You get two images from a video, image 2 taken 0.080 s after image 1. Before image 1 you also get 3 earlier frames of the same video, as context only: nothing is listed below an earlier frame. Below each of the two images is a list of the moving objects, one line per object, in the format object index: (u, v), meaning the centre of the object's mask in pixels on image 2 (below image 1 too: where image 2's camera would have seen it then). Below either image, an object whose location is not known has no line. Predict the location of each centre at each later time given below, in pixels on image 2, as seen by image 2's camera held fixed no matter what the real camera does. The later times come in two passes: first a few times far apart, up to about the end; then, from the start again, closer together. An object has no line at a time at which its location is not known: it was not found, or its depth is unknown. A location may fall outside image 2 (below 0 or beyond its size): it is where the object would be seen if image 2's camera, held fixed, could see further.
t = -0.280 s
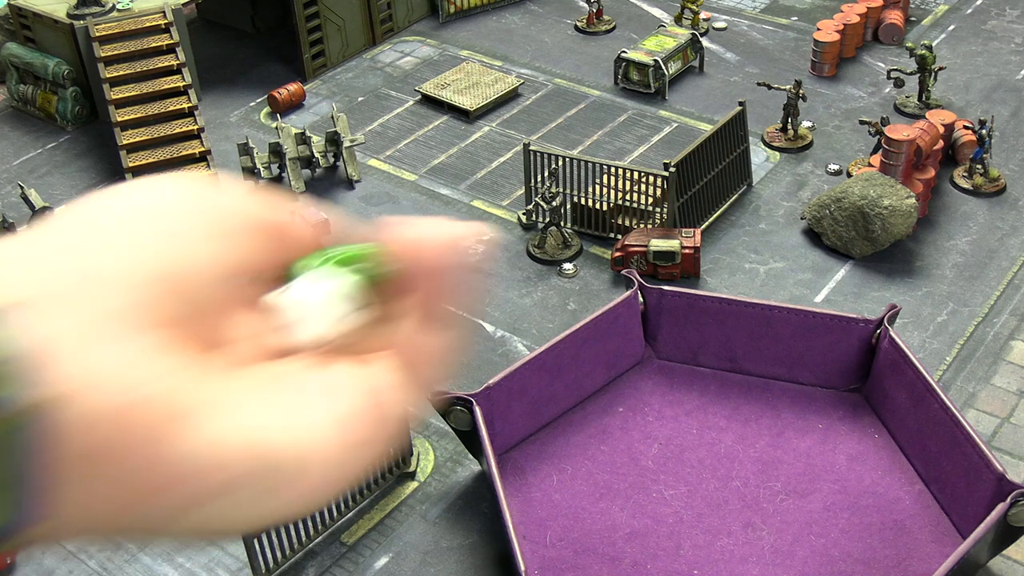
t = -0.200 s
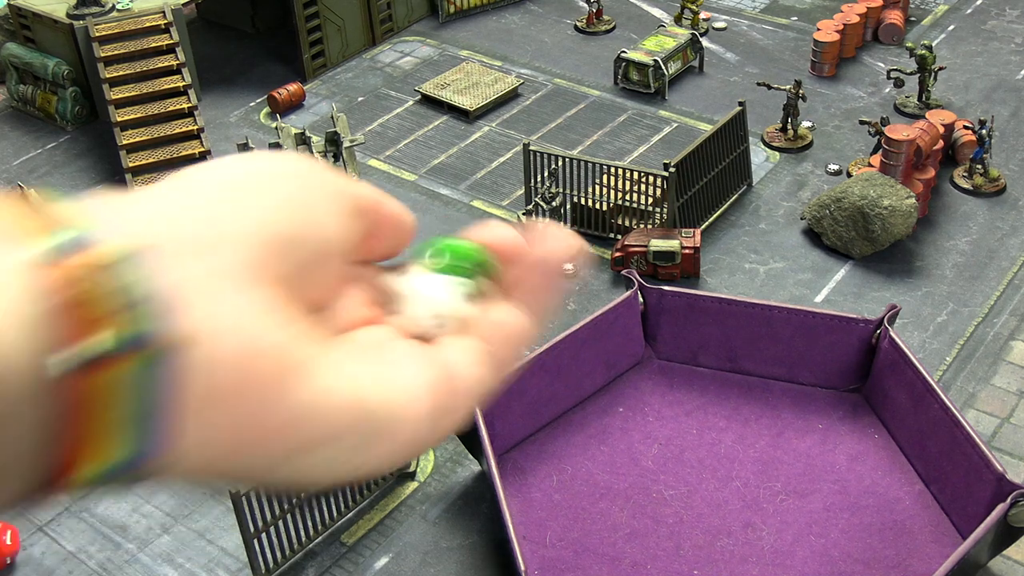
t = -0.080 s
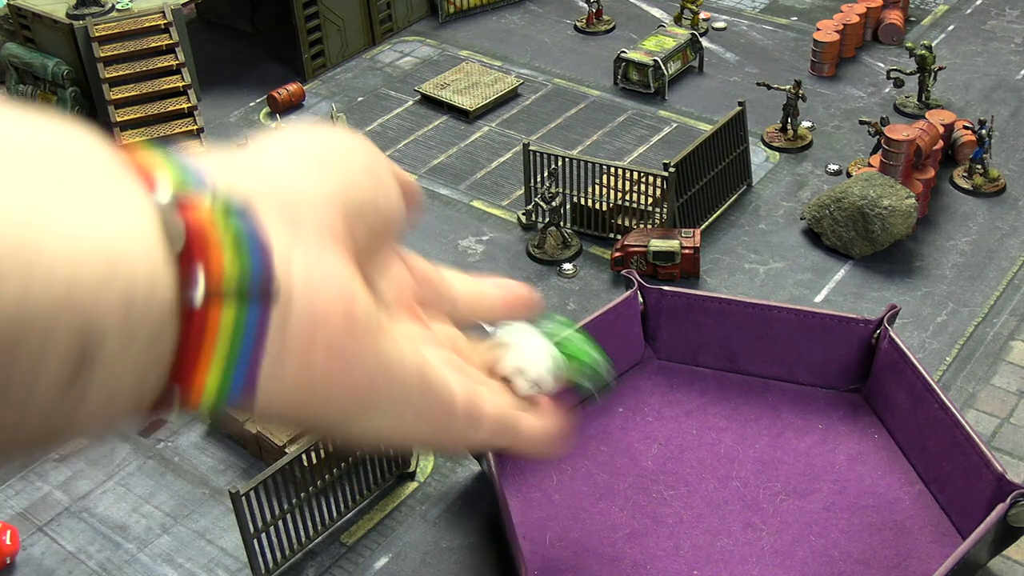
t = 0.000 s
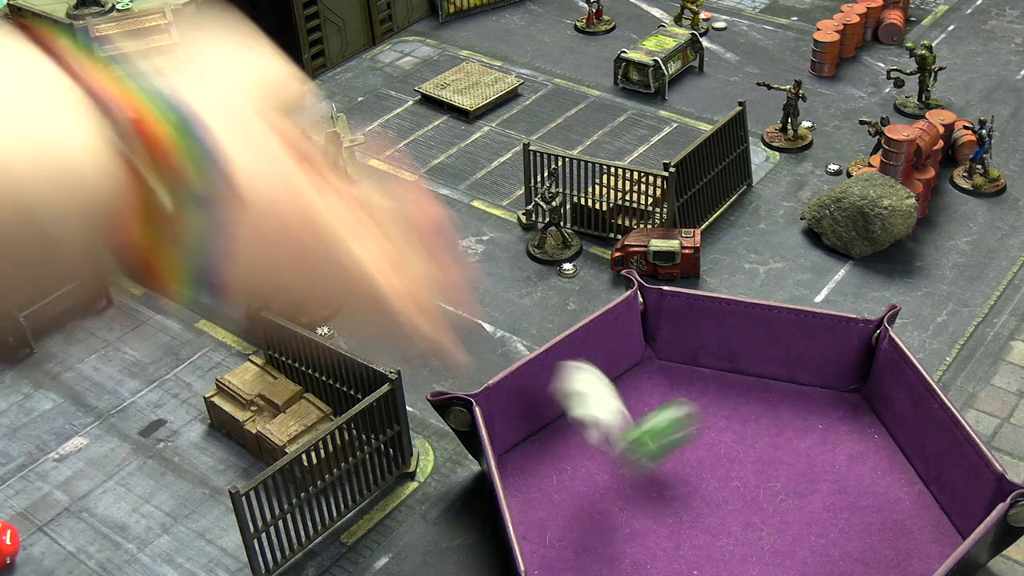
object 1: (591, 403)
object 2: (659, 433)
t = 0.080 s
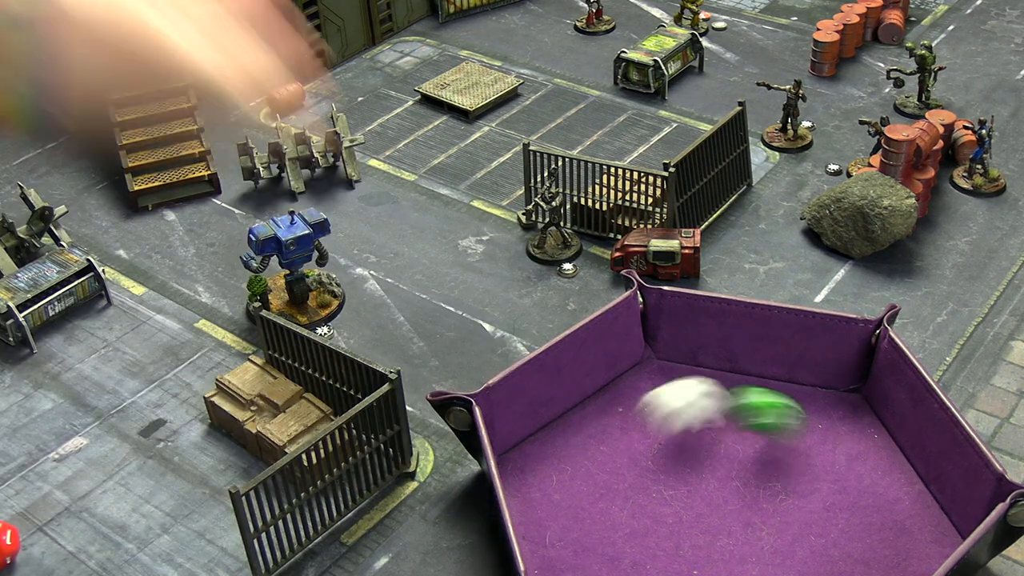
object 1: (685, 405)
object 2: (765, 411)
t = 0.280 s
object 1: (816, 386)
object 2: (856, 419)
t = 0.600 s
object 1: (844, 393)
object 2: (852, 478)
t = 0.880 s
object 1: (846, 394)
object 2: (853, 469)
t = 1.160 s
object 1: (846, 394)
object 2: (853, 470)
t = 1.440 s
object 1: (846, 394)
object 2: (853, 470)
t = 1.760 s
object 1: (846, 394)
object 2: (853, 470)
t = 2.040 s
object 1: (846, 394)
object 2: (853, 470)
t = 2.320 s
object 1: (846, 394)
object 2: (853, 470)
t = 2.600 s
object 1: (846, 394)
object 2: (853, 470)
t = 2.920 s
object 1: (846, 394)
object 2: (853, 470)
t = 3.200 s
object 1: (847, 394)
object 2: (853, 470)
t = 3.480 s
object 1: (847, 394)
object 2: (853, 470)
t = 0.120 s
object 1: (732, 386)
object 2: (817, 404)
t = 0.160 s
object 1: (774, 366)
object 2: (853, 397)
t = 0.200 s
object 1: (800, 375)
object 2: (854, 404)
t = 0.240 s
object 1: (811, 379)
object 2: (854, 413)
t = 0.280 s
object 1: (816, 386)
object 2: (856, 419)
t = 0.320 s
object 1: (828, 392)
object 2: (860, 431)
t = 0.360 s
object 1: (835, 391)
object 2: (860, 442)
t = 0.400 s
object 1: (839, 392)
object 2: (863, 452)
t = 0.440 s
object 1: (844, 393)
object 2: (866, 460)
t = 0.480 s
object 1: (848, 393)
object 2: (869, 469)
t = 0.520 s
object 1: (845, 393)
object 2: (866, 476)
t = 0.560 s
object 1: (842, 393)
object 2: (858, 479)
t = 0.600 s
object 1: (844, 393)
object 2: (852, 478)
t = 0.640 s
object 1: (847, 394)
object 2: (848, 475)
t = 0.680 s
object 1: (845, 393)
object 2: (847, 470)
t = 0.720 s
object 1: (845, 393)
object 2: (852, 465)
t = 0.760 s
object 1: (847, 394)
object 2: (857, 465)
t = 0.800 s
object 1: (846, 394)
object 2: (855, 468)
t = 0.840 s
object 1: (847, 394)
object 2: (851, 470)
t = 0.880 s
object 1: (846, 394)
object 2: (853, 469)
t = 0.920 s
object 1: (846, 394)
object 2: (853, 470)
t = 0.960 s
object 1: (846, 394)
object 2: (853, 470)
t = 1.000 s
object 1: (846, 394)
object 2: (853, 470)
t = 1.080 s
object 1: (846, 394)
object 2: (853, 470)
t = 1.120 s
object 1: (846, 394)
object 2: (853, 470)
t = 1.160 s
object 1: (846, 394)
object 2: (853, 470)
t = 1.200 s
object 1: (846, 394)
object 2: (853, 470)
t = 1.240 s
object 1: (846, 394)
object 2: (853, 470)
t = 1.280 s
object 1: (846, 394)
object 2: (853, 470)
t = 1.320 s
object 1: (846, 394)
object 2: (853, 470)
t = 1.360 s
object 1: (846, 394)
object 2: (853, 470)
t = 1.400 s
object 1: (846, 394)
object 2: (853, 470)
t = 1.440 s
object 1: (846, 394)
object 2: (853, 470)
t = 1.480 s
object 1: (846, 394)
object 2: (853, 470)
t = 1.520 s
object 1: (846, 394)
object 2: (853, 470)
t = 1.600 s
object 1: (846, 394)
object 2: (853, 470)
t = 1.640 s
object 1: (846, 394)
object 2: (853, 470)
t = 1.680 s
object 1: (846, 394)
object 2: (853, 470)
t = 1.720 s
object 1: (846, 394)
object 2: (853, 470)
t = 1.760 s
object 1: (846, 394)
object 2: (853, 470)
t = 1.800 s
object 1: (846, 394)
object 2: (853, 470)
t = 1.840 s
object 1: (846, 394)
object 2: (853, 470)
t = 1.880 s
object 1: (846, 394)
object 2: (853, 470)
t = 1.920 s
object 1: (846, 394)
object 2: (853, 470)
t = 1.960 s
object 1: (846, 394)
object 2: (853, 470)
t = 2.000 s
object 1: (846, 394)
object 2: (853, 470)
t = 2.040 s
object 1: (846, 394)
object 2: (853, 470)
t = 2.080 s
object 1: (846, 394)
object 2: (853, 470)
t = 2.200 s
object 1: (846, 394)
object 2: (853, 470)
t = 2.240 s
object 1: (846, 394)
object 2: (853, 470)
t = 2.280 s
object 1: (846, 394)
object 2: (853, 470)
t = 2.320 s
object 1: (846, 394)
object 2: (853, 470)
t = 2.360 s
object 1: (846, 394)
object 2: (853, 470)
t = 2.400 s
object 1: (846, 394)
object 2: (853, 470)
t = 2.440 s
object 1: (846, 394)
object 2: (853, 470)
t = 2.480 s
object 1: (846, 394)
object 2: (853, 470)
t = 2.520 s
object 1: (846, 394)
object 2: (853, 470)
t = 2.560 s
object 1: (846, 394)
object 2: (853, 470)
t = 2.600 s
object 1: (846, 394)
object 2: (853, 470)
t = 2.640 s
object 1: (847, 394)
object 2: (853, 470)
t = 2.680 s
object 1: (846, 394)
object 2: (853, 470)
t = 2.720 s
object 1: (847, 394)
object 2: (853, 470)
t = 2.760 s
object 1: (846, 394)
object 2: (853, 470)
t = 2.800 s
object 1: (846, 394)
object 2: (853, 470)
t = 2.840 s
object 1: (847, 394)
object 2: (853, 470)
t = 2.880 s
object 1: (846, 394)
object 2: (853, 470)
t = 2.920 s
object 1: (846, 394)
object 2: (853, 470)
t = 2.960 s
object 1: (846, 394)
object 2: (853, 470)
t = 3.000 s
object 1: (846, 394)
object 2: (853, 470)
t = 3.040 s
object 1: (846, 394)
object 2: (853, 470)
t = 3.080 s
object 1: (846, 394)
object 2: (853, 470)
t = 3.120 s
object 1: (846, 394)
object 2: (853, 470)
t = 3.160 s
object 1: (846, 394)
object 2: (853, 470)
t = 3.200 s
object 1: (847, 394)
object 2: (853, 470)
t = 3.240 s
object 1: (847, 394)
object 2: (853, 470)
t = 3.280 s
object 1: (847, 394)
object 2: (853, 470)
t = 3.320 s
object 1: (847, 394)
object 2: (853, 470)
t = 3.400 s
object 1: (847, 394)
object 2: (853, 470)
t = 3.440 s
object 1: (847, 394)
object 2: (853, 470)
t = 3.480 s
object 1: (847, 394)
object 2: (853, 470)
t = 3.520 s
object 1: (847, 394)
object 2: (853, 470)
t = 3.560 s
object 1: (847, 394)
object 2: (853, 470)
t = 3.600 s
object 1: (846, 394)
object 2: (853, 470)
